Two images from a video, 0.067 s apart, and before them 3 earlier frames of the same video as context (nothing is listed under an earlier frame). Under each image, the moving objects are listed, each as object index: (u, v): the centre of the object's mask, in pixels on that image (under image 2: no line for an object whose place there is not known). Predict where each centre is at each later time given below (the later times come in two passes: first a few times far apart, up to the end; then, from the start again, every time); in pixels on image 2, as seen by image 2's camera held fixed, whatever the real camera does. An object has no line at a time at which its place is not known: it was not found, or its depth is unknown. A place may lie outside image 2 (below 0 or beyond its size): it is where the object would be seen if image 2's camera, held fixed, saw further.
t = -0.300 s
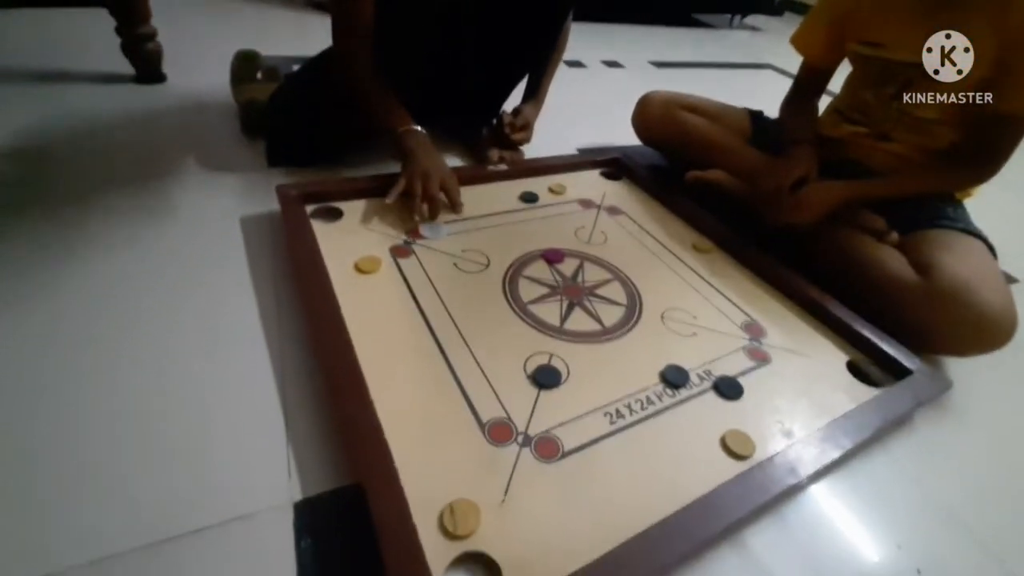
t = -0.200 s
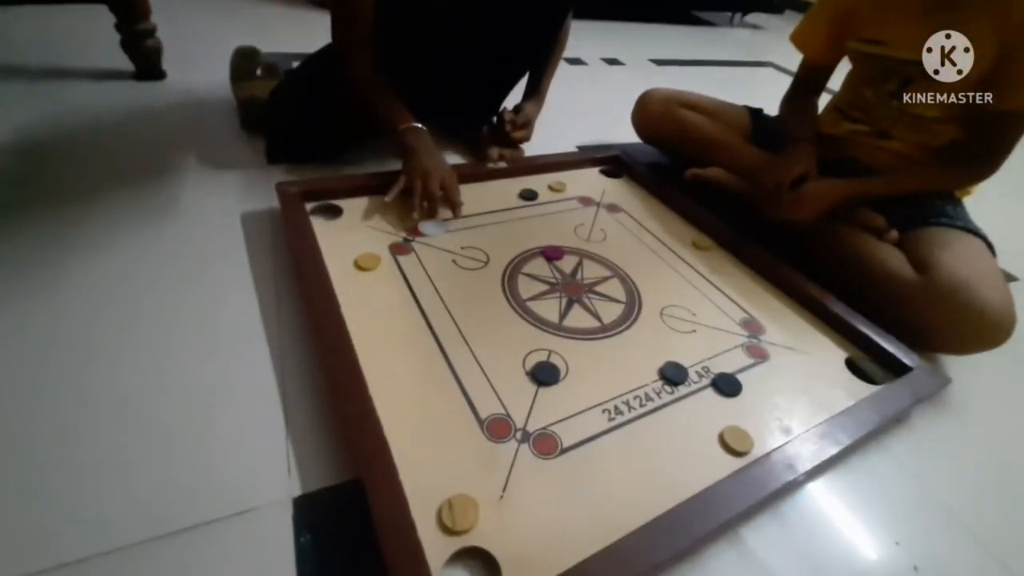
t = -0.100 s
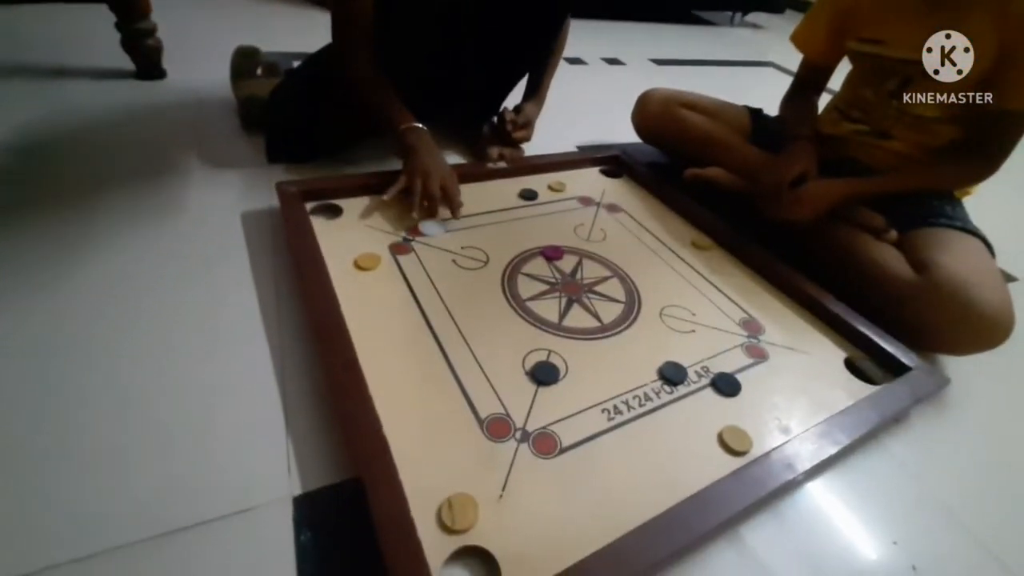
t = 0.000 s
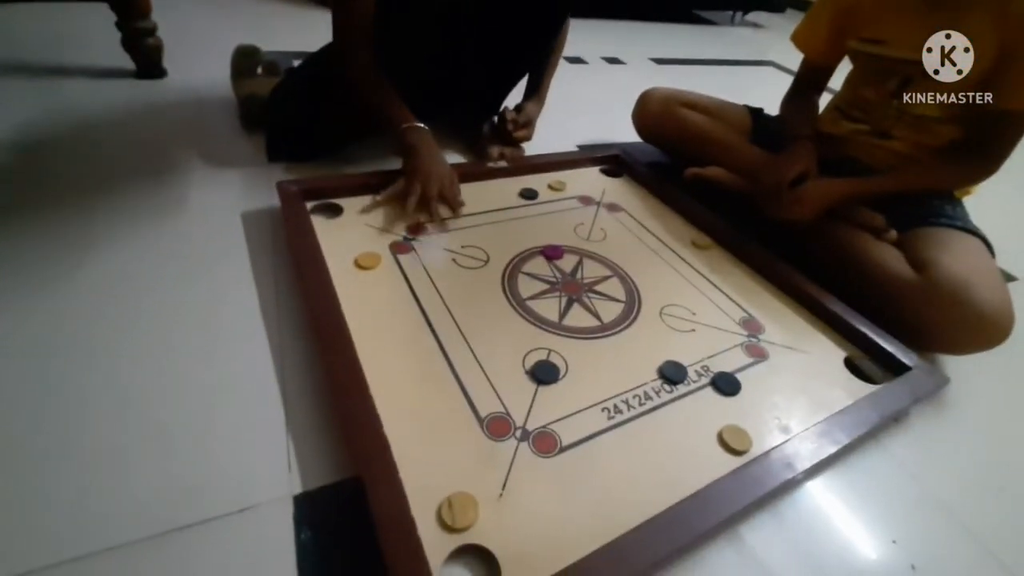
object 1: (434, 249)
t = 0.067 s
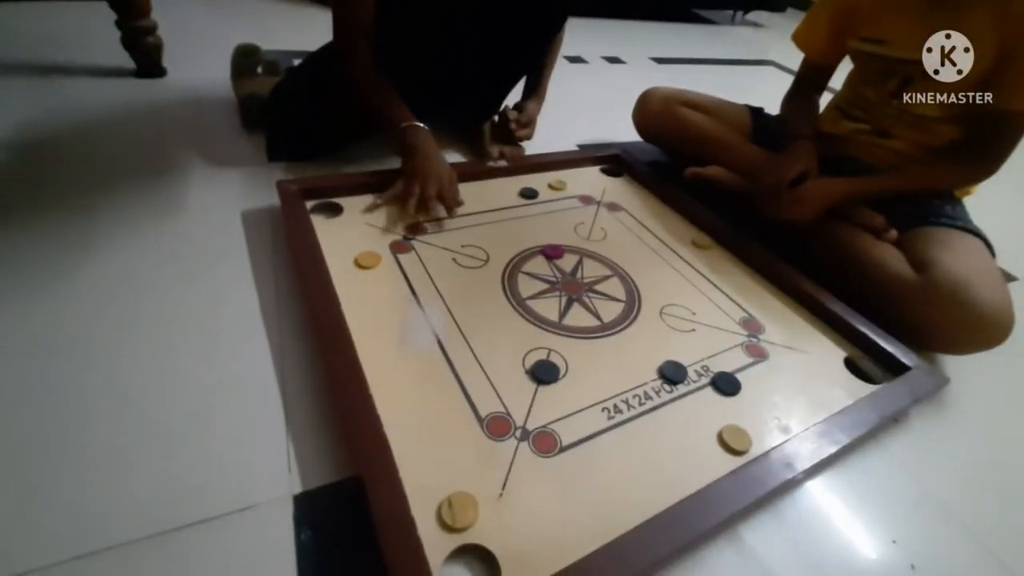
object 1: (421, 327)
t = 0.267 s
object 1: (497, 497)
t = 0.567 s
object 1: (520, 480)
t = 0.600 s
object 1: (520, 480)
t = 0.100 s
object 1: (418, 379)
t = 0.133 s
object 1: (415, 431)
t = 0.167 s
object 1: (438, 474)
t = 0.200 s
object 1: (463, 496)
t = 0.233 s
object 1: (481, 507)
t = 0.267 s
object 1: (497, 497)
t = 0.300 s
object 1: (506, 490)
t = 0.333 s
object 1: (513, 485)
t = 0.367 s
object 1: (517, 481)
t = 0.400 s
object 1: (520, 480)
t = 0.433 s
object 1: (520, 480)
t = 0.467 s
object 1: (520, 480)
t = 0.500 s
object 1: (520, 480)
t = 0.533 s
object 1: (520, 480)
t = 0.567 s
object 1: (520, 480)
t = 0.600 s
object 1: (520, 480)
